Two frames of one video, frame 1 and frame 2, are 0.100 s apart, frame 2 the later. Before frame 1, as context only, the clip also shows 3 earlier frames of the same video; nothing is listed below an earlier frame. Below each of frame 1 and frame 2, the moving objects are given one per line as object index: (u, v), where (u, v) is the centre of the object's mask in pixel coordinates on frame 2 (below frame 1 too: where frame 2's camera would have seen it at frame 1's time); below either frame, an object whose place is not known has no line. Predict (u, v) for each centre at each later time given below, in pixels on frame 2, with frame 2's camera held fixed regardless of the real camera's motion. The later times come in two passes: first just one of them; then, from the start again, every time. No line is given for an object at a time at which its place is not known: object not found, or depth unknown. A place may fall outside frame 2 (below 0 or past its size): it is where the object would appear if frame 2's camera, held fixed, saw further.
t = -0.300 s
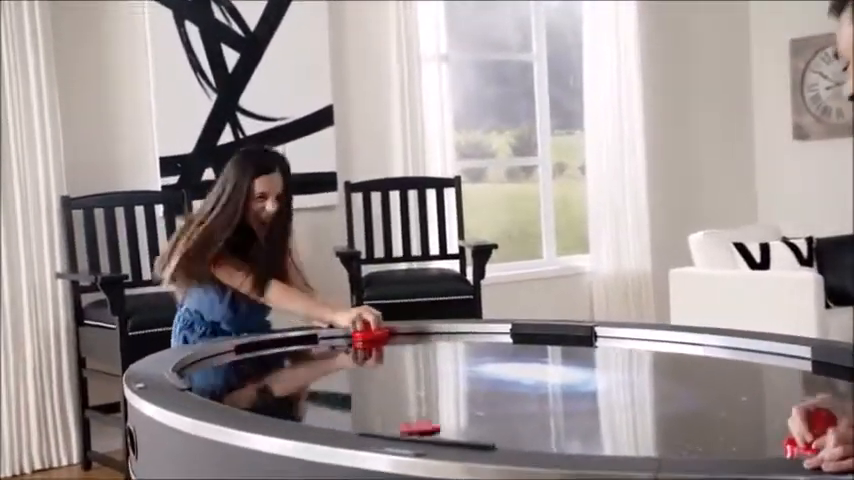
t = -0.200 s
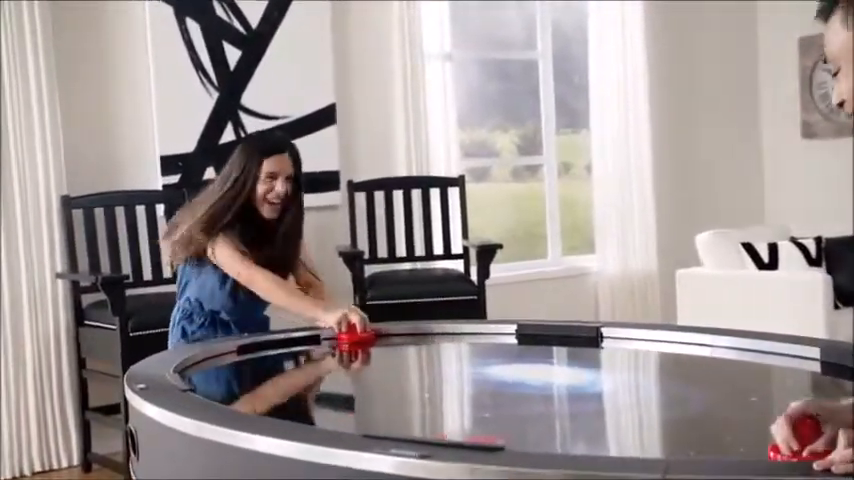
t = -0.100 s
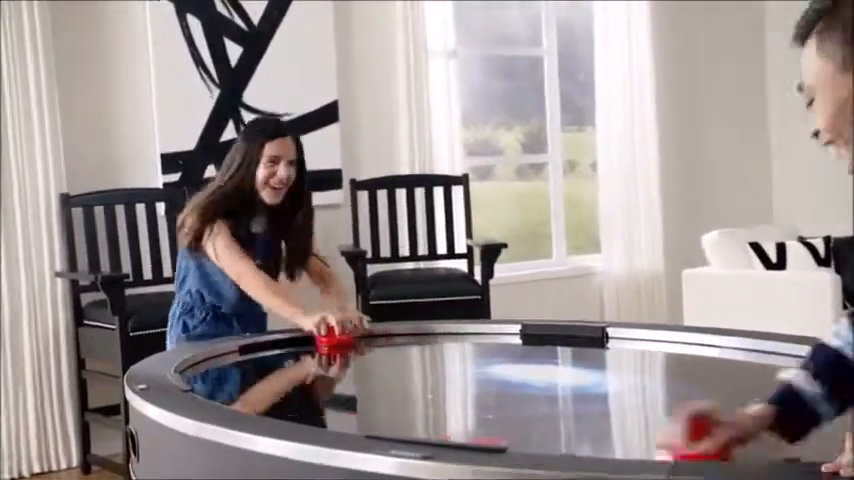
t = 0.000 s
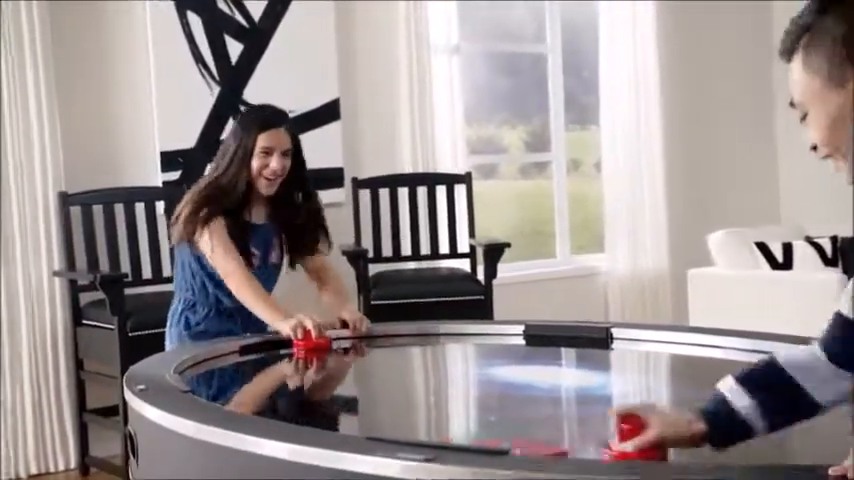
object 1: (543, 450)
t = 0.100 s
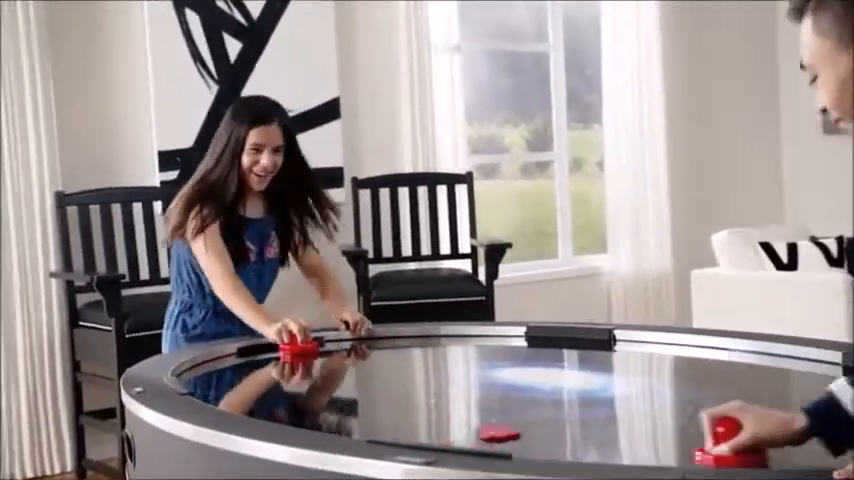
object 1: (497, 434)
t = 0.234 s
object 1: (447, 411)
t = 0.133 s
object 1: (483, 428)
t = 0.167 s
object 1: (470, 423)
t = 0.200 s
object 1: (459, 417)
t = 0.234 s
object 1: (447, 411)
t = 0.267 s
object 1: (434, 406)
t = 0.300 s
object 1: (423, 401)
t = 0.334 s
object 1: (415, 397)
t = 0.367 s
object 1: (404, 393)
